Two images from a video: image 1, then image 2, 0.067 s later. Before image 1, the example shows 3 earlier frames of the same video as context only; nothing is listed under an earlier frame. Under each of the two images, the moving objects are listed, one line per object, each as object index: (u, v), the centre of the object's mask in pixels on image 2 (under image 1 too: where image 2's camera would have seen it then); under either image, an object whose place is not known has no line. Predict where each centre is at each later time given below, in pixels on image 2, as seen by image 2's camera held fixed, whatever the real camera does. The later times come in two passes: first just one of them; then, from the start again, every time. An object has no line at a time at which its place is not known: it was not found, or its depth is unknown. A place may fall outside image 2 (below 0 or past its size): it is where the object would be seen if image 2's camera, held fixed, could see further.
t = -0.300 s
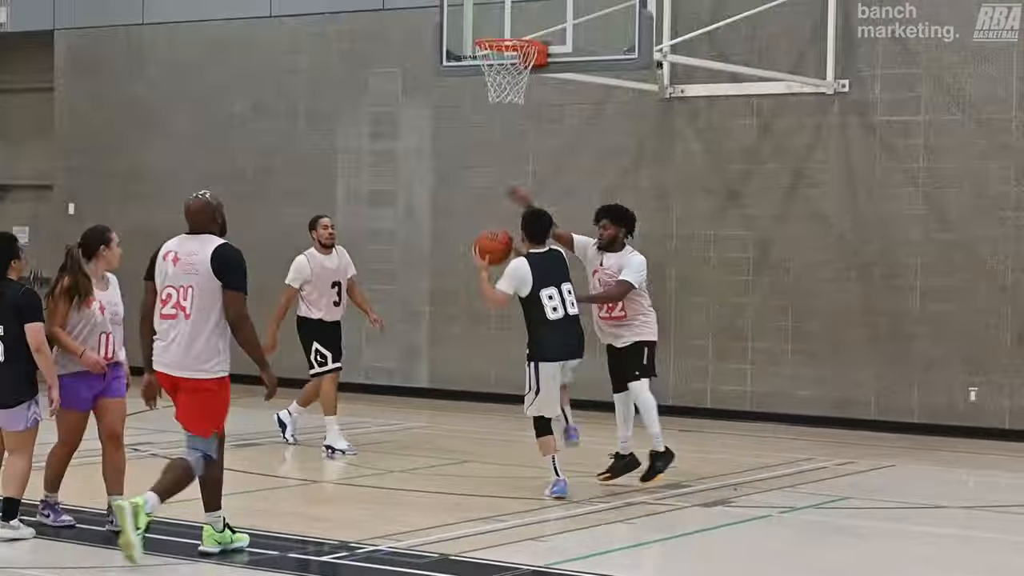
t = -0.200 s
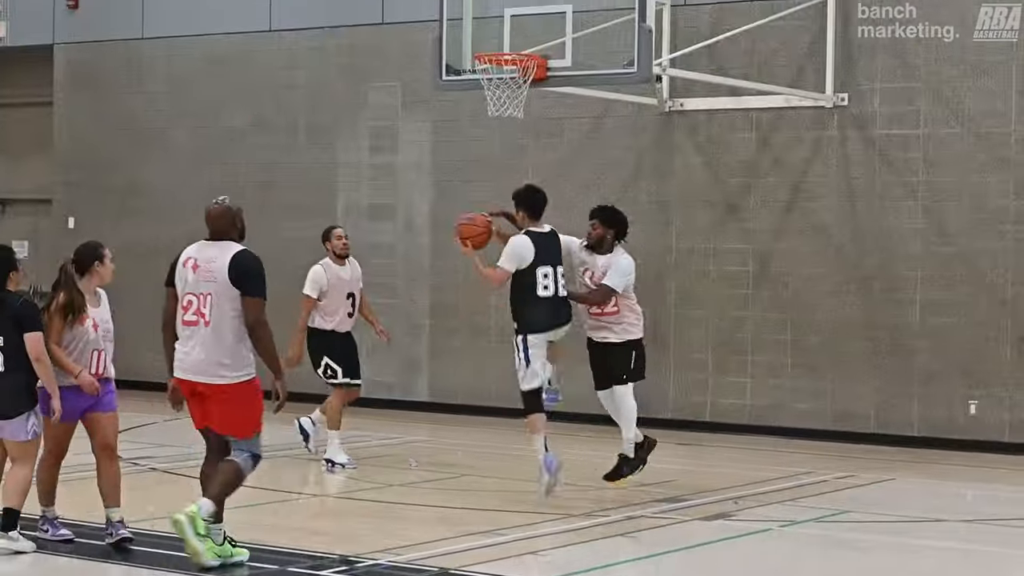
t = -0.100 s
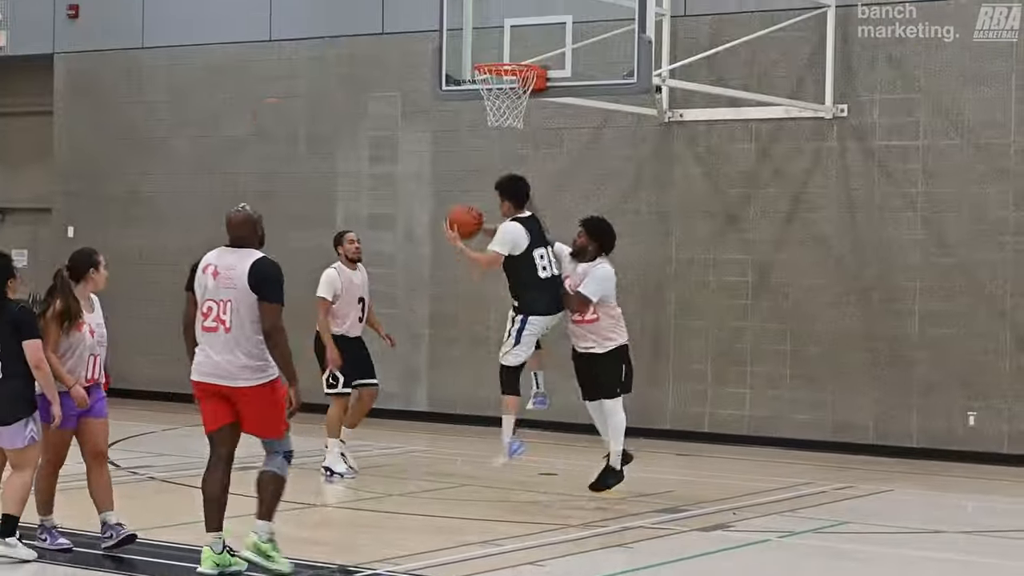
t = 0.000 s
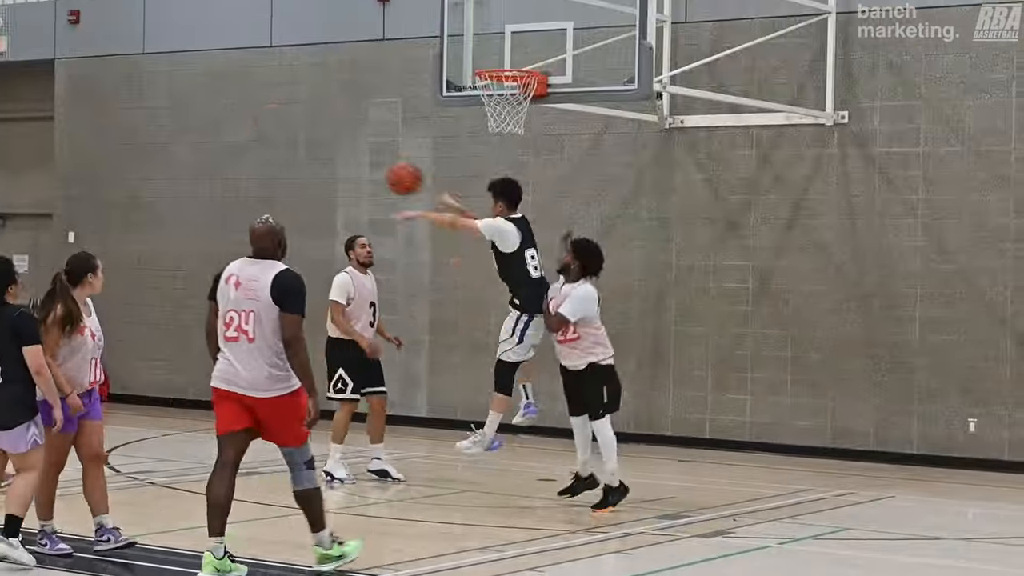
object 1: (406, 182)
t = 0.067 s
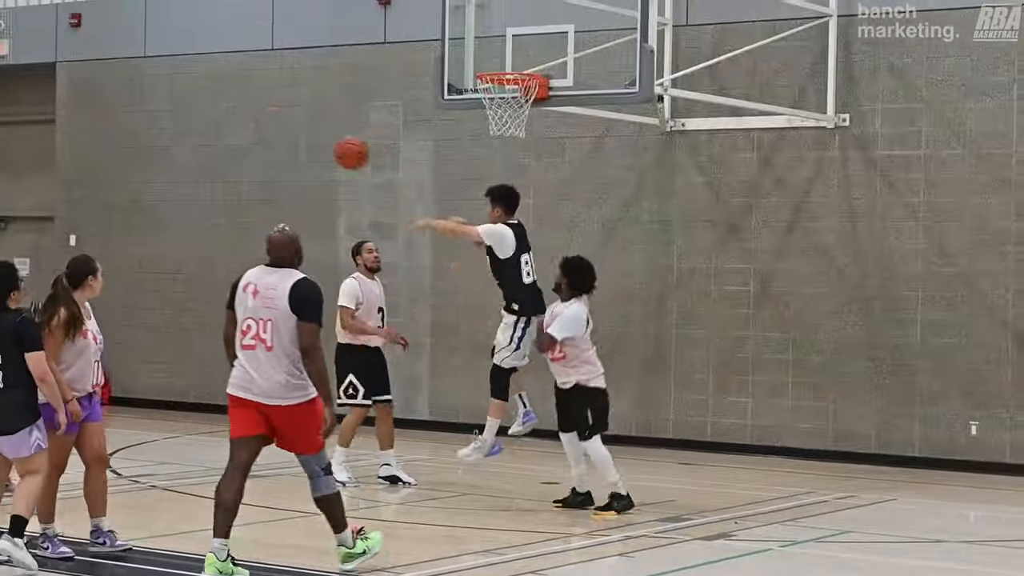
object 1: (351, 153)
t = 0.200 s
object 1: (250, 117)
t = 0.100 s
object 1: (325, 141)
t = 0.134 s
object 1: (299, 131)
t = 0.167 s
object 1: (275, 123)
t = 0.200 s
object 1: (250, 117)
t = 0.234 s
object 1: (226, 113)
